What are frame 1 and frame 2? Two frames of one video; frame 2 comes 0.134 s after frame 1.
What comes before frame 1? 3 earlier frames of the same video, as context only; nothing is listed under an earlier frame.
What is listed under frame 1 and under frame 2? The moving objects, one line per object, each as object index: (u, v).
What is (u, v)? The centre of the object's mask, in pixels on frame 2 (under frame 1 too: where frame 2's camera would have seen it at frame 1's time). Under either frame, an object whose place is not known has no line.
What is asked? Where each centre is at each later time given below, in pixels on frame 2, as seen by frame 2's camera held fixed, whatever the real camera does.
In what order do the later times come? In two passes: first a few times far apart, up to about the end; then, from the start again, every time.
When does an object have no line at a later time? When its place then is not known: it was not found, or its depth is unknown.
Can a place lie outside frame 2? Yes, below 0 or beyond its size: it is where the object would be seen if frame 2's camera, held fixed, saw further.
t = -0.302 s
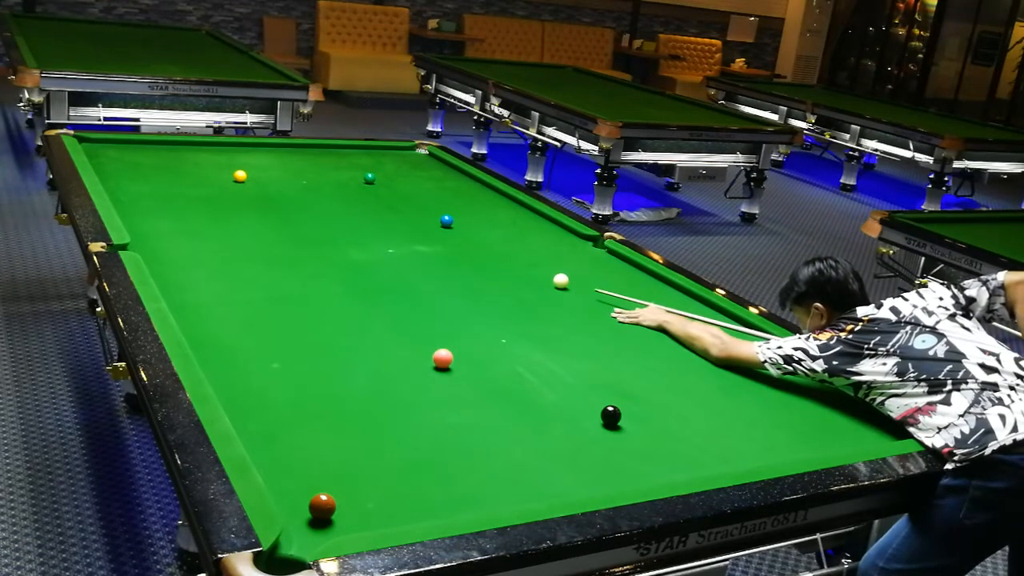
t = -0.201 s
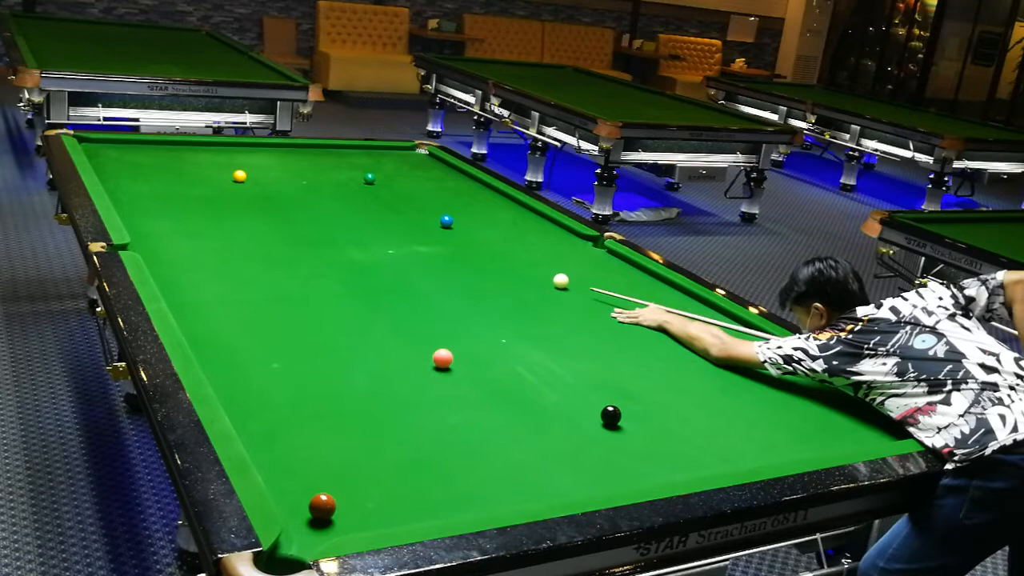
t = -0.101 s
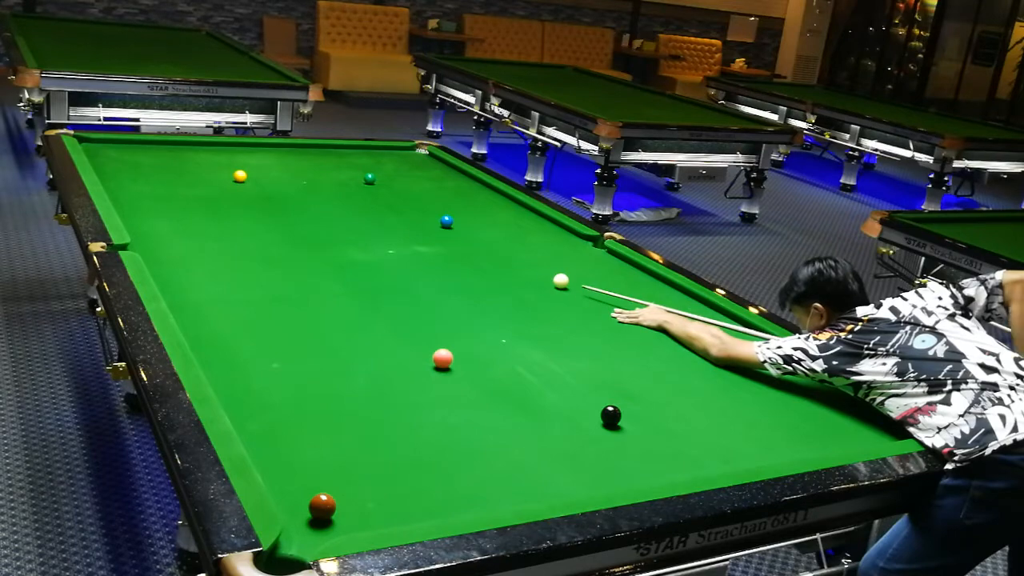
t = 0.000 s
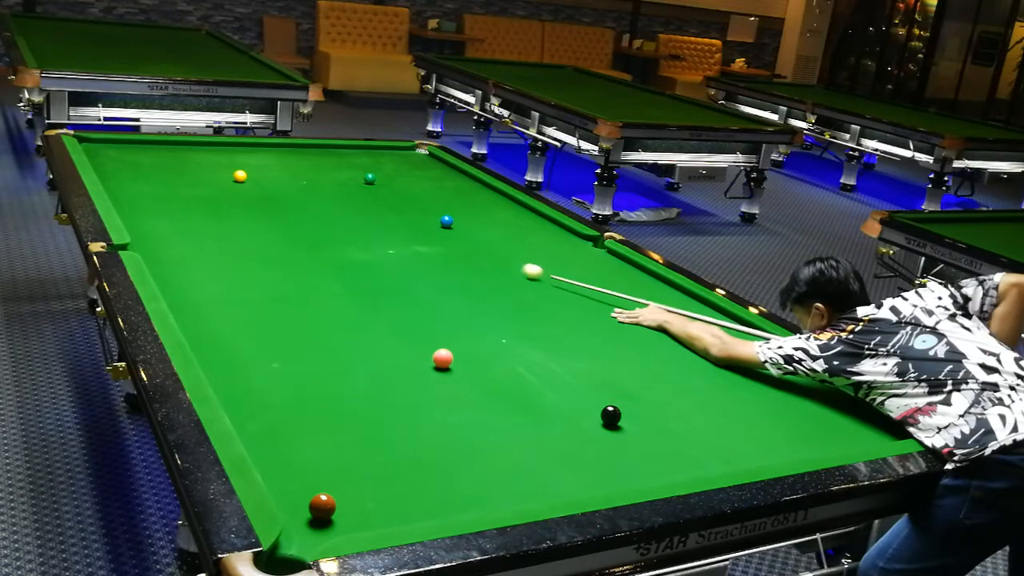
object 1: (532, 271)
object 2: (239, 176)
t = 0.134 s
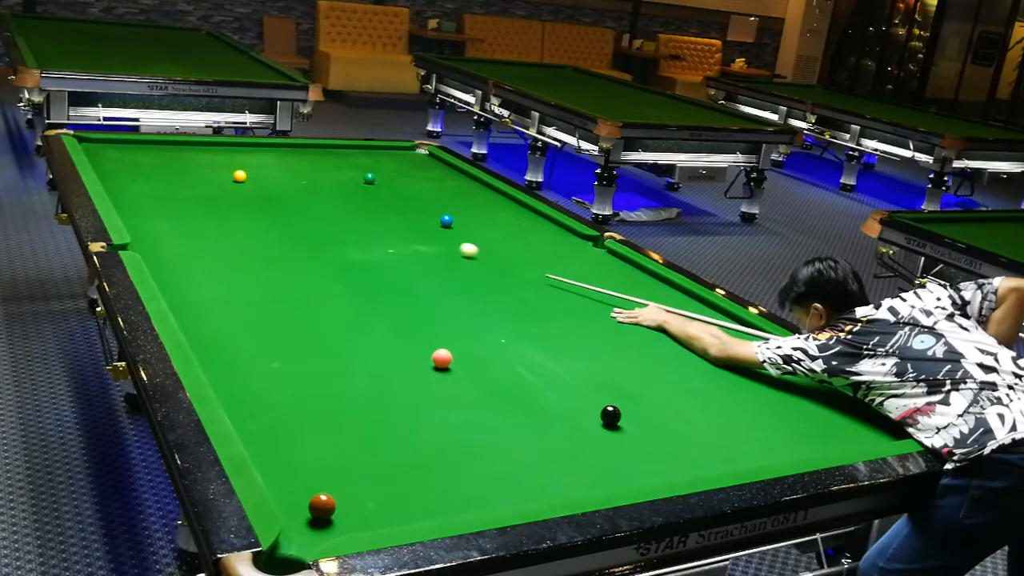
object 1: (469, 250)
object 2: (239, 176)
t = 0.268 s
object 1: (415, 233)
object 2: (239, 176)
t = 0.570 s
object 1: (310, 199)
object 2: (239, 176)
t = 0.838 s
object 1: (250, 178)
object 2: (220, 171)
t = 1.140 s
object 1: (242, 169)
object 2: (153, 155)
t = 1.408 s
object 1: (234, 162)
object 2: (104, 143)
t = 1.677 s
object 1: (225, 156)
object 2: (90, 140)
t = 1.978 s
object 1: (217, 149)
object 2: (122, 141)
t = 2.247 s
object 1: (210, 144)
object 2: (147, 141)
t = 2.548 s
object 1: (211, 146)
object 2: (173, 142)
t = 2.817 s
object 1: (214, 149)
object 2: (194, 143)
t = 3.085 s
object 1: (217, 152)
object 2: (213, 143)
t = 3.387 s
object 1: (219, 155)
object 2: (234, 143)
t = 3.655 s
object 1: (221, 158)
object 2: (250, 143)
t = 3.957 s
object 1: (224, 160)
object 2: (266, 144)
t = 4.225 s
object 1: (226, 162)
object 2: (278, 144)
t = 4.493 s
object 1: (227, 164)
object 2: (289, 144)
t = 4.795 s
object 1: (228, 165)
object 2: (300, 145)
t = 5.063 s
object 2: (308, 145)
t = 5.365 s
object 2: (316, 145)
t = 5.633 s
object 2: (321, 145)
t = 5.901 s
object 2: (325, 145)
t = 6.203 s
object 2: (329, 145)
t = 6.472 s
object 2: (331, 145)
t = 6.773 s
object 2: (331, 145)
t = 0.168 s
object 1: (455, 246)
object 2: (239, 176)
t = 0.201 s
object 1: (441, 242)
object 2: (239, 176)
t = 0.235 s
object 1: (428, 238)
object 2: (239, 176)
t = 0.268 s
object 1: (415, 233)
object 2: (239, 176)
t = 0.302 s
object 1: (402, 229)
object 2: (239, 176)
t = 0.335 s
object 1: (390, 225)
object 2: (239, 176)
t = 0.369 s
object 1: (378, 221)
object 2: (239, 176)
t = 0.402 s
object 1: (366, 217)
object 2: (239, 176)
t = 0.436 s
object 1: (354, 213)
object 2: (239, 176)
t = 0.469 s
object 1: (343, 210)
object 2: (239, 176)
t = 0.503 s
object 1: (332, 206)
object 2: (239, 176)
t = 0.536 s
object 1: (321, 202)
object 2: (239, 176)
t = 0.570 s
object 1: (310, 199)
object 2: (239, 176)
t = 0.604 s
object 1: (299, 195)
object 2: (239, 176)
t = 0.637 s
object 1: (289, 192)
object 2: (239, 176)
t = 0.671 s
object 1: (279, 189)
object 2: (239, 176)
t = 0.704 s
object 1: (268, 185)
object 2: (239, 176)
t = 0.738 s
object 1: (258, 182)
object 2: (239, 176)
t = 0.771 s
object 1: (250, 179)
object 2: (237, 176)
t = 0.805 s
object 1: (250, 178)
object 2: (229, 173)
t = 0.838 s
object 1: (250, 178)
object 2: (220, 171)
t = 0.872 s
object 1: (250, 177)
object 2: (211, 169)
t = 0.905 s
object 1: (250, 176)
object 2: (202, 167)
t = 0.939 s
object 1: (249, 175)
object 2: (194, 165)
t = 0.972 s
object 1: (248, 174)
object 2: (187, 163)
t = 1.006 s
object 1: (247, 173)
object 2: (180, 161)
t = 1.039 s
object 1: (246, 172)
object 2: (173, 159)
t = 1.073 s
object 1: (244, 171)
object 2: (166, 158)
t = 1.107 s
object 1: (243, 170)
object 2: (160, 156)
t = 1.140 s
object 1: (242, 169)
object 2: (153, 155)
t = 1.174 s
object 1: (241, 168)
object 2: (147, 153)
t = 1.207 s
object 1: (240, 167)
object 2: (141, 152)
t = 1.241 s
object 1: (239, 166)
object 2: (134, 150)
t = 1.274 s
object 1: (238, 166)
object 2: (128, 149)
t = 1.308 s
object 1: (236, 165)
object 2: (122, 147)
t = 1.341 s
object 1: (236, 164)
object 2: (116, 146)
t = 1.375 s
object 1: (234, 163)
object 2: (110, 144)
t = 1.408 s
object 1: (234, 162)
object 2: (104, 143)
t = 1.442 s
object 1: (232, 161)
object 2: (98, 141)
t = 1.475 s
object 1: (231, 161)
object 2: (93, 140)
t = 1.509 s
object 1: (230, 160)
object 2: (88, 140)
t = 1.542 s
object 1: (229, 159)
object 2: (83, 140)
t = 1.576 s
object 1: (228, 158)
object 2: (80, 140)
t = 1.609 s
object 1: (227, 157)
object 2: (83, 140)
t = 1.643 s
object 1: (226, 156)
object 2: (87, 140)
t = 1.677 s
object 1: (225, 156)
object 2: (90, 140)
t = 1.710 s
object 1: (224, 155)
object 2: (94, 140)
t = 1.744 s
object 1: (223, 154)
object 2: (97, 140)
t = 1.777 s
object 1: (222, 153)
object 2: (101, 141)
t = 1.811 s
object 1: (222, 153)
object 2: (105, 141)
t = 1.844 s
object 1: (221, 152)
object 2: (108, 141)
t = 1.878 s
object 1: (220, 151)
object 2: (111, 141)
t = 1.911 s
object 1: (219, 151)
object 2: (115, 141)
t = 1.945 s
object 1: (218, 150)
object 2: (118, 141)
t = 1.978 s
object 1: (217, 149)
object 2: (122, 141)
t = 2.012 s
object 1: (216, 149)
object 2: (125, 141)
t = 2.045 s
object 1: (215, 148)
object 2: (128, 141)
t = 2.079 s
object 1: (214, 147)
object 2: (131, 142)
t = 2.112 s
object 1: (213, 146)
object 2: (134, 142)
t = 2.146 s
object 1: (212, 146)
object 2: (137, 142)
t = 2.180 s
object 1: (212, 145)
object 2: (141, 142)
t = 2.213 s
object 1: (211, 145)
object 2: (144, 142)
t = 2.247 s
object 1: (210, 144)
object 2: (147, 141)
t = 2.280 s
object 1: (209, 143)
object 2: (150, 142)
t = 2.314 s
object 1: (208, 143)
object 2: (153, 142)
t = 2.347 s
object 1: (209, 143)
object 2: (156, 142)
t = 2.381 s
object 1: (209, 144)
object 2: (159, 142)
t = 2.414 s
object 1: (209, 144)
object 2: (161, 142)
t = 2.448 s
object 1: (210, 145)
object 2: (164, 142)
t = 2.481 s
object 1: (210, 145)
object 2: (167, 142)
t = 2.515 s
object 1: (211, 145)
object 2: (170, 142)
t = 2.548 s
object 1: (211, 146)
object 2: (173, 142)
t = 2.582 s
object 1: (211, 146)
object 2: (176, 143)
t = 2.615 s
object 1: (212, 146)
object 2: (178, 143)
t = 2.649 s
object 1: (212, 147)
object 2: (181, 143)
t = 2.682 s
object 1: (212, 147)
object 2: (184, 143)
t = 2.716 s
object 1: (213, 148)
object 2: (186, 143)
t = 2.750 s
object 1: (213, 148)
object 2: (189, 143)
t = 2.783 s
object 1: (214, 149)
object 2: (192, 143)
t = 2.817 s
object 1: (214, 149)
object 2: (194, 143)
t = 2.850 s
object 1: (214, 149)
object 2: (197, 143)
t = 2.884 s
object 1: (215, 150)
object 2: (199, 143)
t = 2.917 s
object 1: (215, 150)
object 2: (202, 143)
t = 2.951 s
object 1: (216, 150)
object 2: (204, 143)
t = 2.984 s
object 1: (216, 151)
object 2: (206, 143)
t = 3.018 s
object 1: (216, 152)
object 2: (209, 143)
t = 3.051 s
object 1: (217, 152)
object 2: (211, 143)
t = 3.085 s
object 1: (217, 152)
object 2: (213, 143)
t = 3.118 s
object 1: (217, 153)
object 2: (216, 142)
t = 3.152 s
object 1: (217, 153)
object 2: (218, 143)
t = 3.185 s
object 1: (218, 153)
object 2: (221, 143)
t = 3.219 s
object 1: (218, 154)
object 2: (223, 143)
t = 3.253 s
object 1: (218, 154)
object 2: (225, 143)
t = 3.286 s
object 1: (219, 154)
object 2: (227, 143)
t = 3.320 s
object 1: (219, 155)
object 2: (230, 143)
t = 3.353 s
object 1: (219, 155)
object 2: (232, 143)
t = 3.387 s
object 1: (219, 155)
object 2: (234, 143)
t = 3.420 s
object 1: (220, 156)
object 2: (236, 143)
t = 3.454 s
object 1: (220, 156)
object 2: (238, 143)
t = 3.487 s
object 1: (220, 156)
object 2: (240, 143)
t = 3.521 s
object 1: (221, 156)
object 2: (242, 143)
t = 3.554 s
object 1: (221, 157)
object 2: (244, 143)
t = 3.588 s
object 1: (221, 157)
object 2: (246, 143)
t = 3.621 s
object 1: (221, 157)
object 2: (248, 143)
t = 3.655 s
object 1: (221, 158)
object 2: (250, 143)
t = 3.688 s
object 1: (222, 158)
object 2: (252, 144)
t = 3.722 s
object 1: (222, 158)
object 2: (253, 144)
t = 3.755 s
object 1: (223, 159)
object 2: (255, 144)
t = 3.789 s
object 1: (223, 159)
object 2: (257, 144)
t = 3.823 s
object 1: (223, 159)
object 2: (259, 144)
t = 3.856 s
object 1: (223, 159)
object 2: (261, 144)
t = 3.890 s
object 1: (223, 160)
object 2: (263, 144)
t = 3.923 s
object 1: (224, 160)
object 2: (264, 144)
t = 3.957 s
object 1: (224, 160)
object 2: (266, 144)
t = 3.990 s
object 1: (224, 160)
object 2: (267, 144)
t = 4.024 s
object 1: (224, 161)
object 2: (269, 144)
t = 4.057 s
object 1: (225, 161)
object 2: (271, 144)
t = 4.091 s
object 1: (225, 161)
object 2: (272, 144)
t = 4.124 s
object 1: (225, 161)
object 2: (274, 144)
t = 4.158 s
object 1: (225, 162)
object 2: (275, 144)
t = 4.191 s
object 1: (225, 162)
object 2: (277, 144)
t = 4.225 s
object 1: (226, 162)
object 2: (278, 144)
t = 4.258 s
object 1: (226, 162)
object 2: (279, 144)
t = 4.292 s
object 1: (226, 163)
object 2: (281, 144)
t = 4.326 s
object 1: (226, 163)
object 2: (283, 144)
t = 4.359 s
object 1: (226, 163)
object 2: (284, 144)
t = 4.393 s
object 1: (227, 163)
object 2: (285, 144)
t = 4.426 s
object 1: (227, 163)
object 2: (287, 144)
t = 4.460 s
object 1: (227, 164)
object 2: (288, 144)
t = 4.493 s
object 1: (227, 164)
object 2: (289, 144)
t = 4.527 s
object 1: (227, 164)
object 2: (290, 144)
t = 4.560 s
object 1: (227, 164)
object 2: (292, 145)
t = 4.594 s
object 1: (227, 164)
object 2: (293, 145)
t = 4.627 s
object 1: (228, 164)
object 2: (294, 145)
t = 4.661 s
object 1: (228, 165)
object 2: (295, 145)
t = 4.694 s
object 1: (228, 165)
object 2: (296, 145)
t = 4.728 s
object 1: (228, 165)
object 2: (298, 145)
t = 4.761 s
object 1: (228, 165)
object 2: (299, 145)
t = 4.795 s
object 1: (228, 165)
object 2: (300, 145)
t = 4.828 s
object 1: (228, 165)
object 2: (301, 145)
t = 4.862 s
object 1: (228, 165)
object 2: (302, 145)
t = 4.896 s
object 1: (228, 165)
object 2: (303, 145)
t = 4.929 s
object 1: (228, 165)
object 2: (304, 145)
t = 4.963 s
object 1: (228, 166)
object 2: (305, 145)
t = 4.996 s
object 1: (228, 166)
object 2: (306, 145)
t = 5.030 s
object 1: (228, 166)
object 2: (307, 145)
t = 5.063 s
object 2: (308, 145)
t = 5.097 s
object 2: (309, 145)
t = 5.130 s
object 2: (310, 145)
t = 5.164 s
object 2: (311, 145)
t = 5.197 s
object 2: (312, 145)
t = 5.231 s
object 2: (312, 145)
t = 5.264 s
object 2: (313, 145)
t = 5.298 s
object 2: (314, 145)
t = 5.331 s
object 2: (315, 145)
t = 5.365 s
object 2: (316, 145)
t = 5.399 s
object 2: (316, 145)
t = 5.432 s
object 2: (317, 145)
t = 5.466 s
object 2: (318, 145)
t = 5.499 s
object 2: (318, 145)
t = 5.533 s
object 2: (319, 145)
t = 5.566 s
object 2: (320, 145)
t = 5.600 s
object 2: (320, 145)
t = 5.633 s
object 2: (321, 145)
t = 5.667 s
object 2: (322, 145)
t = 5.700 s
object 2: (322, 145)
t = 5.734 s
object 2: (323, 145)
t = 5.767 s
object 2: (323, 145)
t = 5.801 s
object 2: (324, 145)
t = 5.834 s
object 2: (324, 145)
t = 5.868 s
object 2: (325, 145)
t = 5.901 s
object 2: (325, 145)
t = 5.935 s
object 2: (326, 145)
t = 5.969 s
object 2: (326, 145)
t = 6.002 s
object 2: (327, 145)
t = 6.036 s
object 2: (327, 145)
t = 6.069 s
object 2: (327, 145)
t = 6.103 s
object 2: (328, 145)
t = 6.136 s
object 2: (328, 145)
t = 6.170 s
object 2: (329, 145)
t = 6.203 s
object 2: (329, 145)
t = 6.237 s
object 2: (329, 145)
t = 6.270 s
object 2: (330, 145)
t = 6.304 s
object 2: (330, 145)
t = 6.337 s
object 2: (330, 145)
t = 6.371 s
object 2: (330, 145)
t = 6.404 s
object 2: (330, 145)
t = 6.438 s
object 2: (331, 145)
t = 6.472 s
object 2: (331, 145)
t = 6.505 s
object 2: (331, 145)
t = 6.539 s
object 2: (331, 145)
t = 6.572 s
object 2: (331, 145)
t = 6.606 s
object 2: (331, 145)
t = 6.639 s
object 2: (331, 145)
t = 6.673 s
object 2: (331, 145)
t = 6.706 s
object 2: (331, 145)
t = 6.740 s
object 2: (331, 145)
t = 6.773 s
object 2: (331, 145)
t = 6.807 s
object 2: (331, 145)
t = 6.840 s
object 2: (331, 145)
